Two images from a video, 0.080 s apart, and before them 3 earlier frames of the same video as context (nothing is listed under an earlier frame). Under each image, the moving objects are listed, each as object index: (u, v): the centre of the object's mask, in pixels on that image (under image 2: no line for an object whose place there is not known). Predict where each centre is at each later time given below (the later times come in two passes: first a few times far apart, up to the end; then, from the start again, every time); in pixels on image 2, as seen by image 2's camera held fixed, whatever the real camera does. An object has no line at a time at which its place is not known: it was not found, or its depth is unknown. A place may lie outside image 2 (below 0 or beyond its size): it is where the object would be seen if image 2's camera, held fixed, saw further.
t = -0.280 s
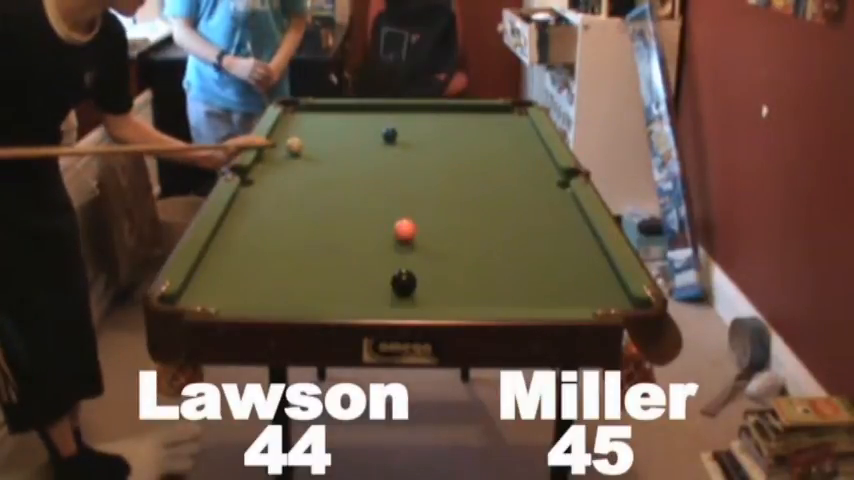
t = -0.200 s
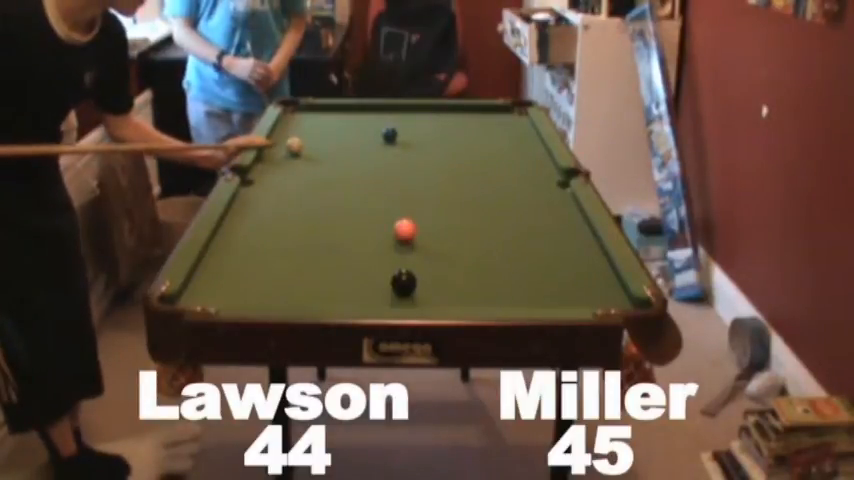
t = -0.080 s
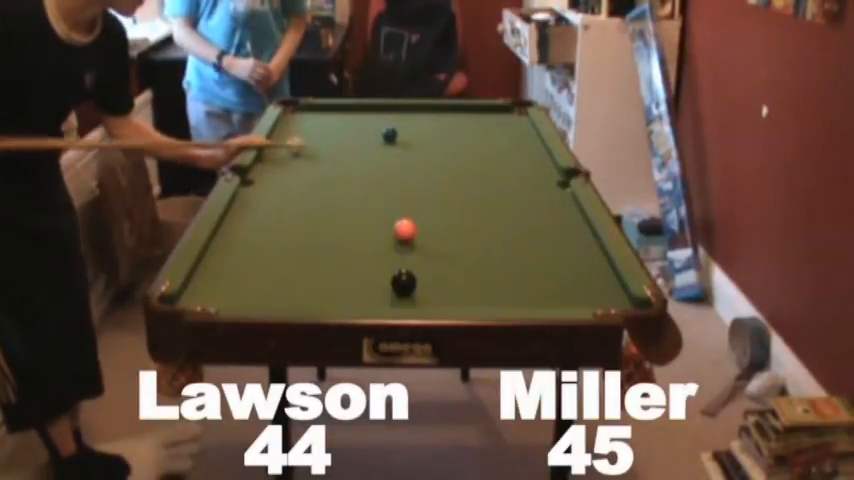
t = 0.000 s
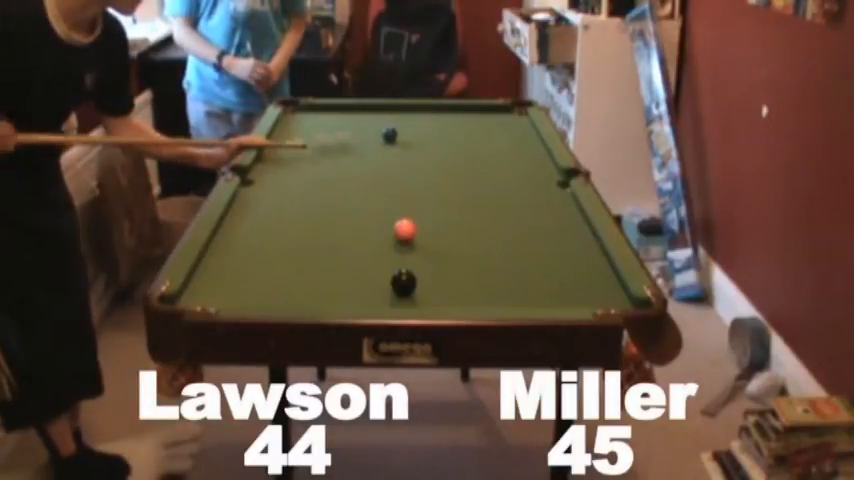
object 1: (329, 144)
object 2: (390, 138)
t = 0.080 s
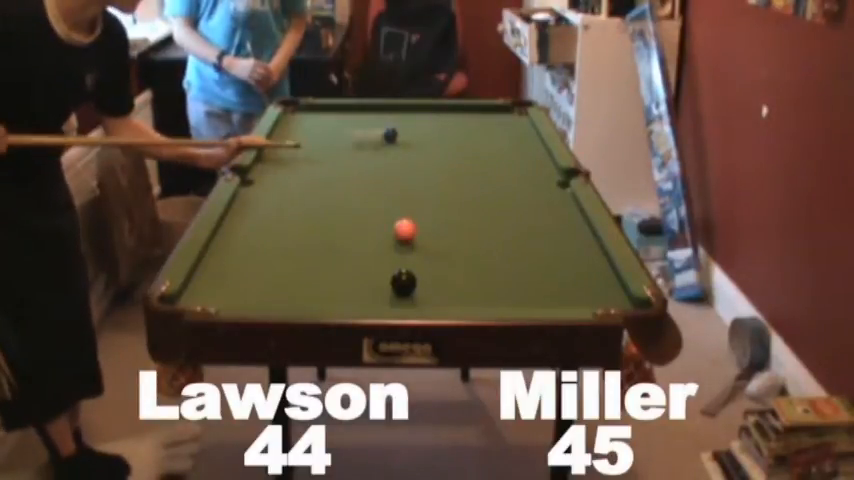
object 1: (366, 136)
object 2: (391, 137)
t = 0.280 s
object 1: (411, 142)
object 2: (426, 128)
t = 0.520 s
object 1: (454, 140)
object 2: (459, 118)
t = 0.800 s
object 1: (498, 141)
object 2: (490, 110)
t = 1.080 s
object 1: (533, 141)
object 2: (513, 111)
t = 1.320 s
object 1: (528, 141)
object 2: (517, 112)
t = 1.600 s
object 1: (522, 141)
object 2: (513, 112)
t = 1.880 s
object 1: (521, 141)
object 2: (513, 113)
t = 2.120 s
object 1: (521, 141)
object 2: (512, 113)
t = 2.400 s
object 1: (521, 141)
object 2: (513, 113)
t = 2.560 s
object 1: (521, 141)
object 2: (513, 113)
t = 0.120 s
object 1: (381, 140)
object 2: (388, 137)
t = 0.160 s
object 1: (388, 141)
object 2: (404, 134)
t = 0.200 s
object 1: (396, 141)
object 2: (413, 132)
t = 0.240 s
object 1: (404, 142)
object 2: (420, 130)
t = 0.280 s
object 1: (411, 142)
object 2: (426, 128)
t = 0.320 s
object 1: (418, 139)
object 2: (432, 126)
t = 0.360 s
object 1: (425, 139)
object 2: (437, 124)
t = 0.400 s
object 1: (433, 140)
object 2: (443, 123)
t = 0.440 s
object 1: (440, 140)
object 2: (449, 122)
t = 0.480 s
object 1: (447, 140)
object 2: (454, 121)
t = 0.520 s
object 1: (454, 140)
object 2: (459, 118)
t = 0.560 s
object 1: (460, 140)
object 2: (463, 117)
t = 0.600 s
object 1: (467, 140)
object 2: (467, 116)
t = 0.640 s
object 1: (474, 140)
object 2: (472, 115)
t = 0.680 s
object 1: (480, 140)
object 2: (477, 115)
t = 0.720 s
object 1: (486, 141)
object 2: (482, 113)
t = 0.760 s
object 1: (492, 141)
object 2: (486, 111)
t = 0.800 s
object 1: (498, 141)
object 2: (490, 110)
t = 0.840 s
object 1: (503, 141)
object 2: (493, 109)
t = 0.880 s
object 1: (508, 141)
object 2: (500, 109)
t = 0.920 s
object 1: (513, 140)
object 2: (502, 109)
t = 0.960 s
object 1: (518, 140)
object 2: (505, 109)
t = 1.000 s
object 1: (523, 140)
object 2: (506, 110)
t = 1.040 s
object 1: (527, 141)
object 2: (509, 111)
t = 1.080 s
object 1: (533, 141)
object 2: (513, 111)
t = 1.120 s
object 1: (535, 141)
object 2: (515, 111)
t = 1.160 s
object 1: (535, 141)
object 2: (519, 111)
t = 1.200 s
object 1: (533, 141)
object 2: (520, 111)
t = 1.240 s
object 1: (532, 141)
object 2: (519, 111)
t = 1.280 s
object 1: (529, 141)
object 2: (518, 111)
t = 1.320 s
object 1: (528, 141)
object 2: (517, 112)
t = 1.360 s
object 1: (526, 141)
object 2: (516, 112)
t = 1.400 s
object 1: (525, 141)
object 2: (515, 112)
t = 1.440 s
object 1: (525, 141)
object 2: (515, 112)
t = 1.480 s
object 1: (524, 141)
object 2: (514, 112)
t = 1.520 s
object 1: (523, 141)
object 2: (514, 112)
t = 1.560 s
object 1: (522, 141)
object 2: (513, 112)
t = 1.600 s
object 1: (522, 141)
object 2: (513, 112)
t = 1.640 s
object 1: (521, 141)
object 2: (513, 113)
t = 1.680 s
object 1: (521, 141)
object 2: (513, 113)
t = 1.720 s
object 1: (521, 141)
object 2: (513, 113)
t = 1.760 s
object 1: (521, 141)
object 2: (513, 113)
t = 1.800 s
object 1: (521, 141)
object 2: (513, 113)
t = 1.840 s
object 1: (521, 141)
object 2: (513, 113)
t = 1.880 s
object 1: (521, 141)
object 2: (513, 113)
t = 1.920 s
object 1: (521, 141)
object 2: (513, 113)
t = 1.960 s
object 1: (521, 141)
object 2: (512, 113)
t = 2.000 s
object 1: (521, 141)
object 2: (512, 113)
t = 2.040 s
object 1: (521, 141)
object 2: (512, 113)
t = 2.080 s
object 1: (521, 141)
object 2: (512, 113)
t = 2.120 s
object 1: (521, 141)
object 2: (512, 113)
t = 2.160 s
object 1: (521, 141)
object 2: (512, 113)
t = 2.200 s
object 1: (521, 141)
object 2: (513, 113)
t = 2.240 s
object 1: (521, 141)
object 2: (513, 113)
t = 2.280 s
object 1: (521, 141)
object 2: (513, 113)
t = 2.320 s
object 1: (521, 141)
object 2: (513, 113)
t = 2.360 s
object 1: (521, 141)
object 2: (513, 113)
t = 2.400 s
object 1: (521, 141)
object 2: (513, 113)
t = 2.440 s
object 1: (521, 141)
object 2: (513, 113)
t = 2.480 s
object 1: (521, 141)
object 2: (513, 113)
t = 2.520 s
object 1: (521, 141)
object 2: (513, 113)
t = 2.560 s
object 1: (521, 141)
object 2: (513, 113)
